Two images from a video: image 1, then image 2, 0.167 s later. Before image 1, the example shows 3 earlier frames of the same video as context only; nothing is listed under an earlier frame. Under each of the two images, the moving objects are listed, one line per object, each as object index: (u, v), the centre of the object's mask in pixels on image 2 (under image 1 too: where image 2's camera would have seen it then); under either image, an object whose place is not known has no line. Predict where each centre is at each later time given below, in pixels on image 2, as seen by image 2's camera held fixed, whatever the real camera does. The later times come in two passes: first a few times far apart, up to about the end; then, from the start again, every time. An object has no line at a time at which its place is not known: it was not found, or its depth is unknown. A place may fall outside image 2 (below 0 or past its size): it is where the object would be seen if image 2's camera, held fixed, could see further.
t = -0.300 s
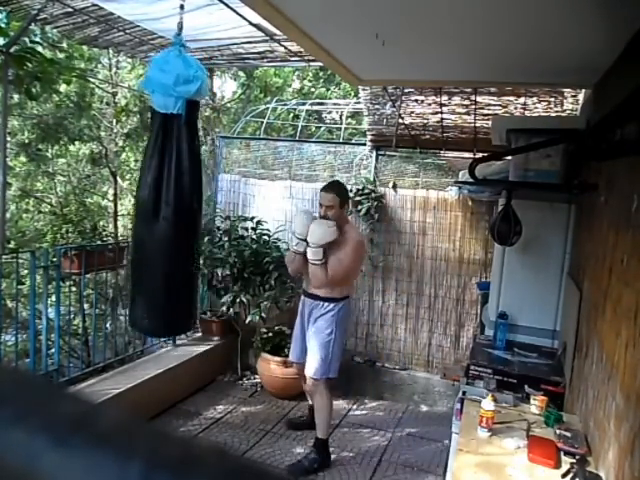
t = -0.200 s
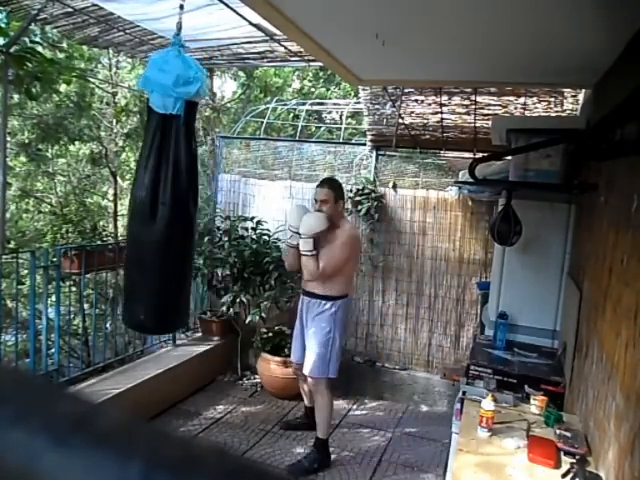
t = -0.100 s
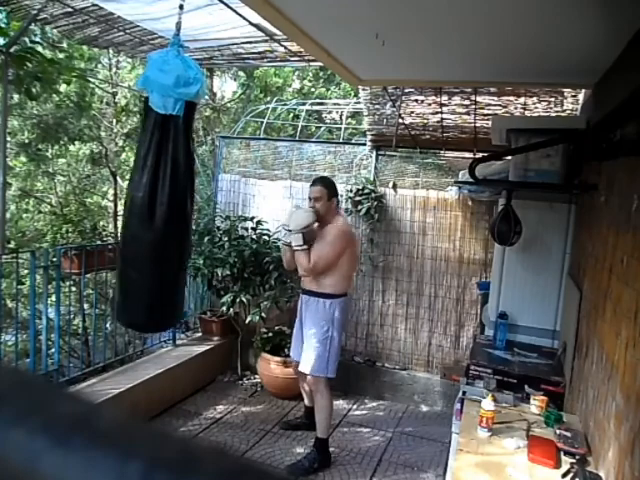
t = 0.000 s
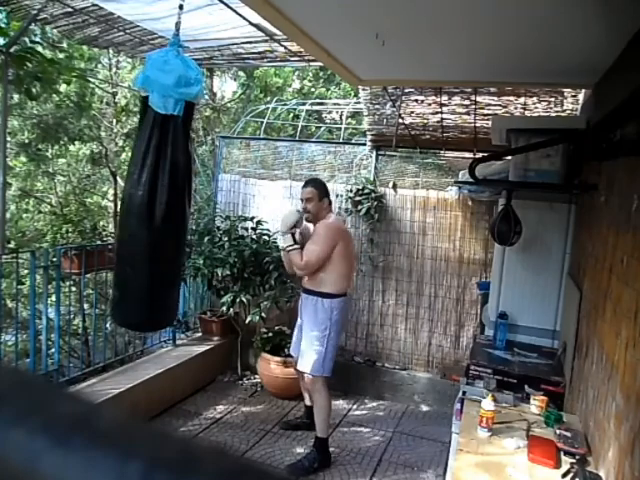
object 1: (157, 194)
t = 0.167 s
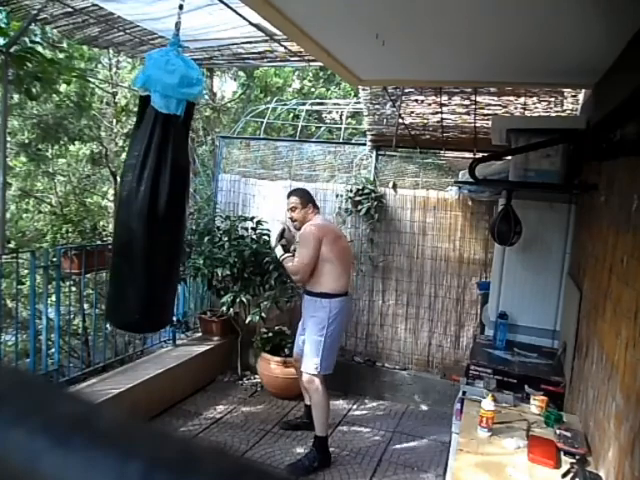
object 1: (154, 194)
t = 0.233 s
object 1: (154, 195)
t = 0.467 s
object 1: (157, 199)
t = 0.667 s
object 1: (166, 204)
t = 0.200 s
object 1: (154, 195)
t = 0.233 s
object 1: (154, 195)
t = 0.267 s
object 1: (154, 195)
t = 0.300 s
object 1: (154, 196)
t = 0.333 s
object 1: (154, 196)
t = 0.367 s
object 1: (154, 197)
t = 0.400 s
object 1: (155, 198)
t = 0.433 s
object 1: (156, 198)
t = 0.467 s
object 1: (157, 199)
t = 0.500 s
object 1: (158, 200)
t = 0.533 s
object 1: (159, 201)
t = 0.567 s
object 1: (161, 202)
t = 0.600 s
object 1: (163, 203)
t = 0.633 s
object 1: (164, 203)
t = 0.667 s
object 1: (166, 204)
